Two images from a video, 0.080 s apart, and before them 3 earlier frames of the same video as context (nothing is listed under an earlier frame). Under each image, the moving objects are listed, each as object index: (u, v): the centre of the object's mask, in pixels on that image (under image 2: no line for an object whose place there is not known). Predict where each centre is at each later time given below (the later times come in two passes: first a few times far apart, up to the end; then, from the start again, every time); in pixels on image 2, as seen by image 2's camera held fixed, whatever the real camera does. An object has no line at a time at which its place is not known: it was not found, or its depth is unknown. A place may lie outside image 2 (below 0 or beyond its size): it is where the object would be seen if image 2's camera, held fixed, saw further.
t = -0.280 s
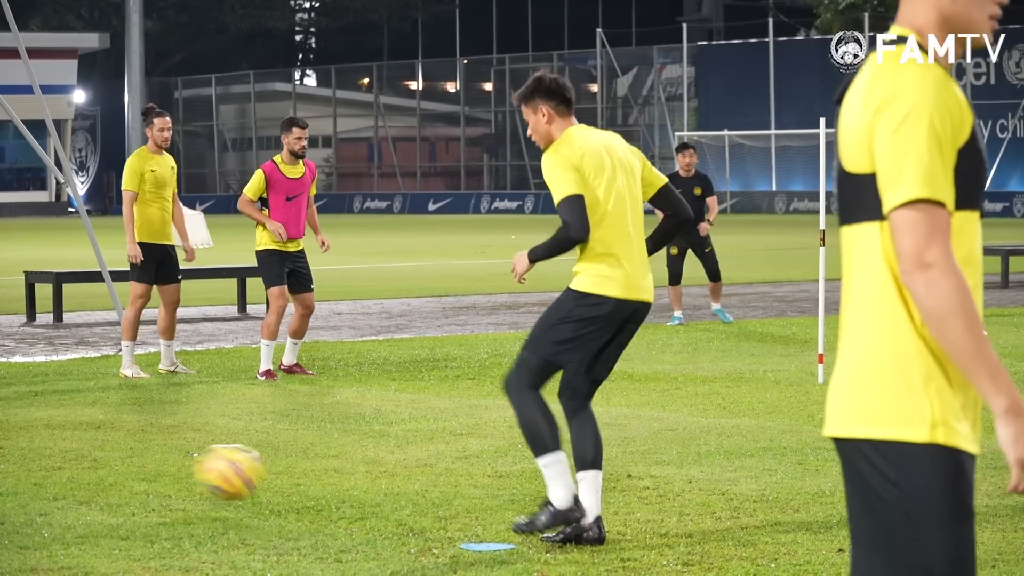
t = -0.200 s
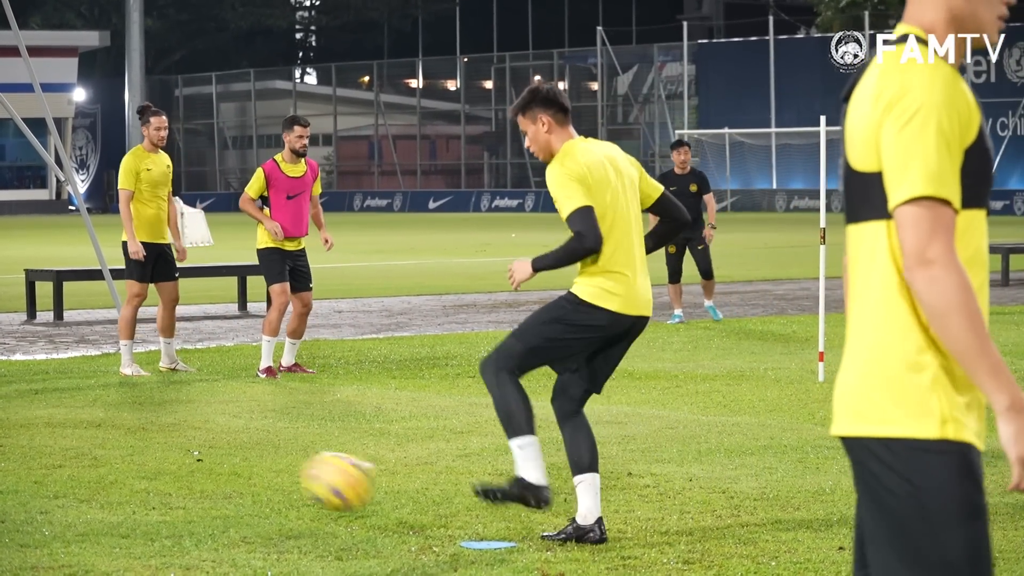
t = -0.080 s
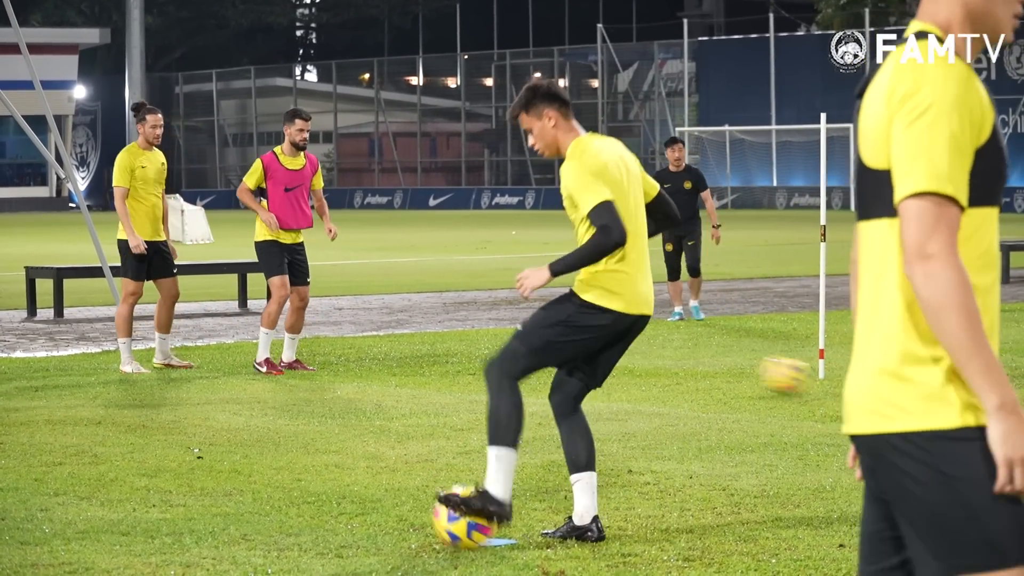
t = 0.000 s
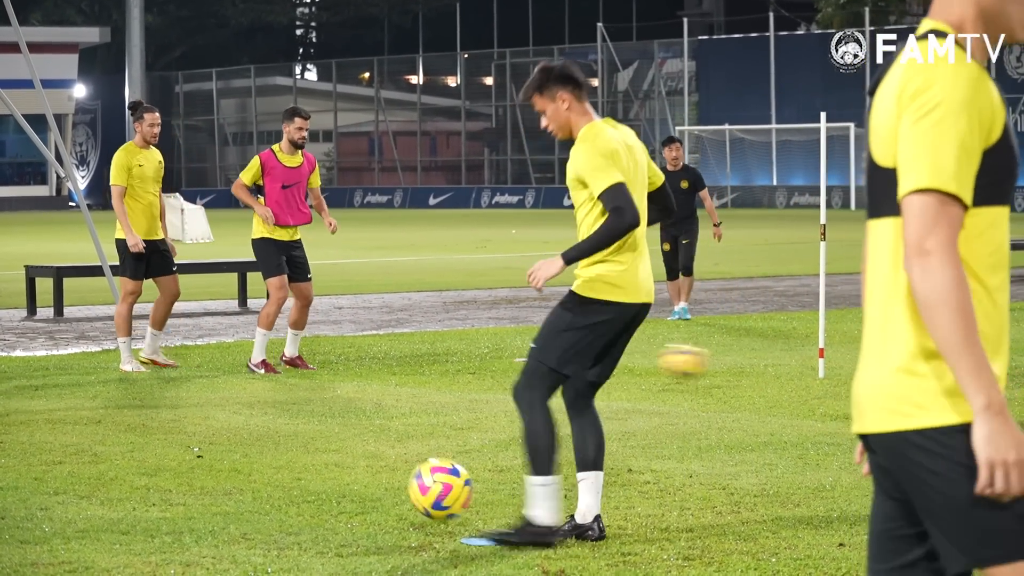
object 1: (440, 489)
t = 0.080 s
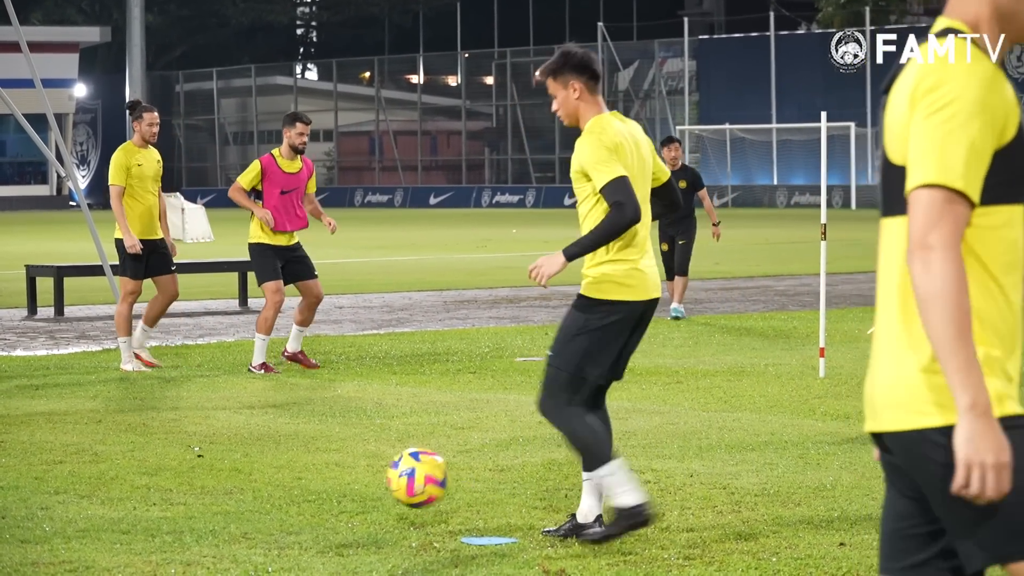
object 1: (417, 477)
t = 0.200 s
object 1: (386, 492)
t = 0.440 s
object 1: (364, 496)
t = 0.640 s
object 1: (351, 492)
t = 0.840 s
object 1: (339, 489)
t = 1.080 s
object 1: (329, 486)
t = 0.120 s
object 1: (407, 478)
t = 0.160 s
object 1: (397, 483)
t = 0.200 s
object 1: (386, 492)
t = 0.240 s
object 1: (376, 500)
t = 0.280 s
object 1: (374, 492)
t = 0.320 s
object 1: (371, 488)
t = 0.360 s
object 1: (369, 488)
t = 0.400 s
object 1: (366, 492)
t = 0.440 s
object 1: (364, 496)
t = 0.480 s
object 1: (361, 493)
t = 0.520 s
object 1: (359, 493)
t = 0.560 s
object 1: (356, 493)
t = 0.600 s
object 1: (353, 492)
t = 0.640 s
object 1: (351, 492)
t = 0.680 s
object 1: (348, 491)
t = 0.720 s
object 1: (346, 491)
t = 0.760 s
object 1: (344, 490)
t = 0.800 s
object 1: (342, 489)
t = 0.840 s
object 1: (339, 489)
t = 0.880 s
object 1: (337, 488)
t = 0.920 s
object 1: (335, 488)
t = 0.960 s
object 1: (334, 488)
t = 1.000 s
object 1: (332, 487)
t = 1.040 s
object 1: (331, 487)
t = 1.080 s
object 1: (329, 486)
